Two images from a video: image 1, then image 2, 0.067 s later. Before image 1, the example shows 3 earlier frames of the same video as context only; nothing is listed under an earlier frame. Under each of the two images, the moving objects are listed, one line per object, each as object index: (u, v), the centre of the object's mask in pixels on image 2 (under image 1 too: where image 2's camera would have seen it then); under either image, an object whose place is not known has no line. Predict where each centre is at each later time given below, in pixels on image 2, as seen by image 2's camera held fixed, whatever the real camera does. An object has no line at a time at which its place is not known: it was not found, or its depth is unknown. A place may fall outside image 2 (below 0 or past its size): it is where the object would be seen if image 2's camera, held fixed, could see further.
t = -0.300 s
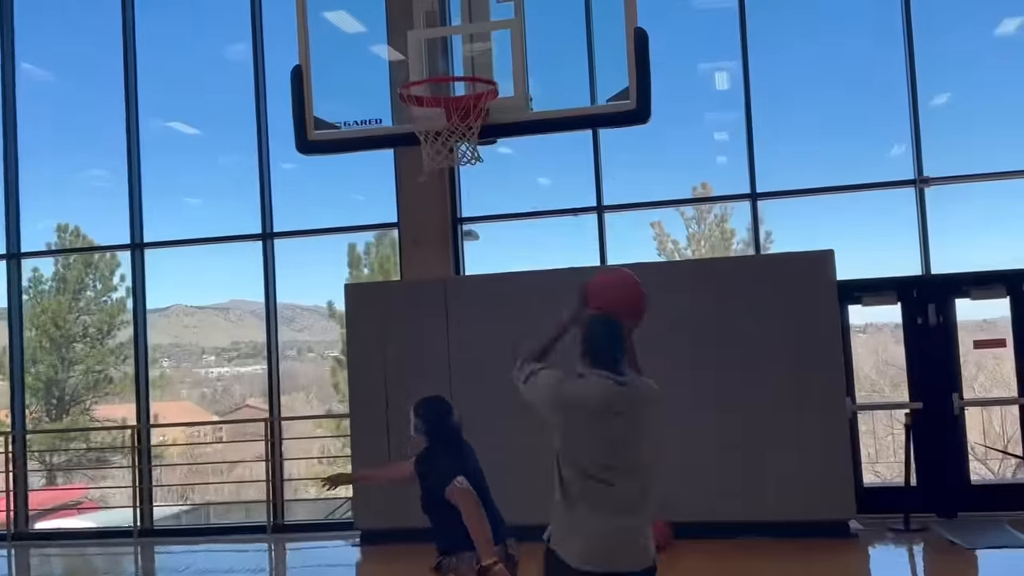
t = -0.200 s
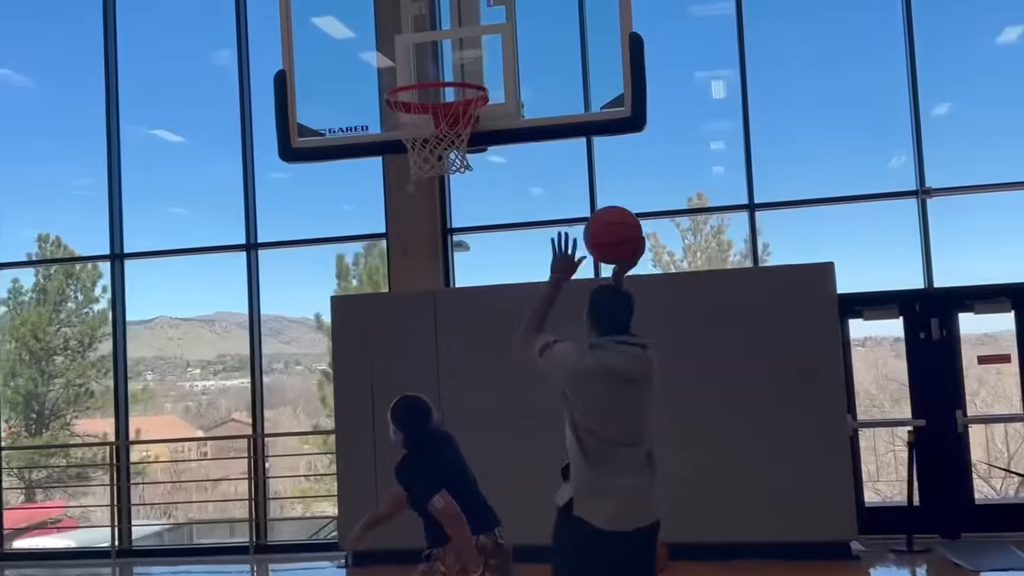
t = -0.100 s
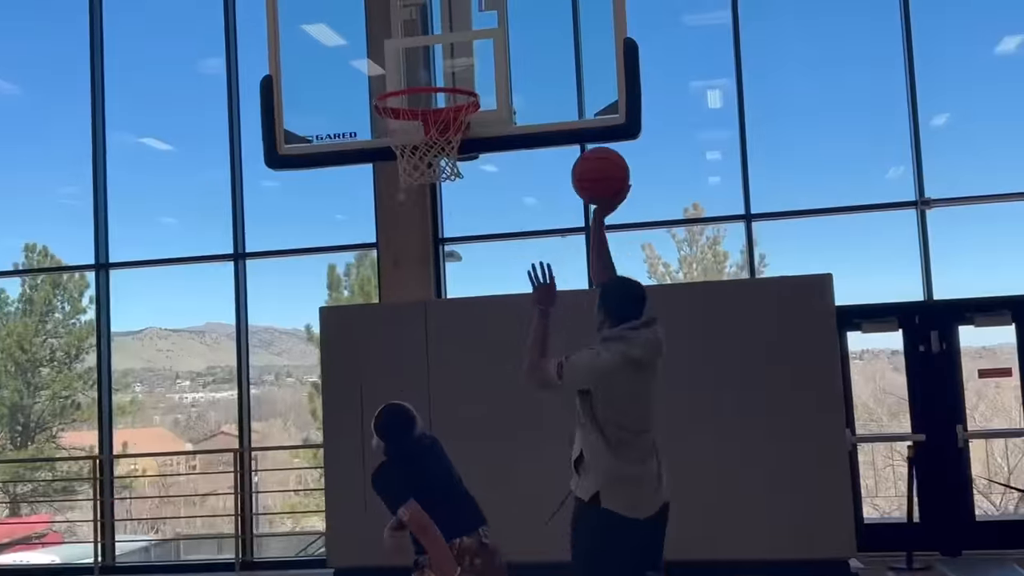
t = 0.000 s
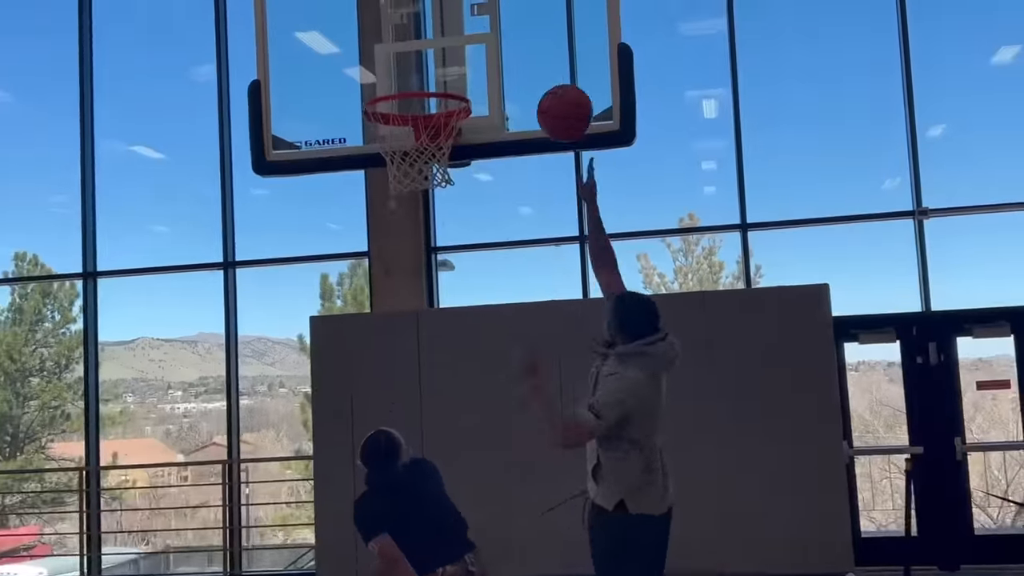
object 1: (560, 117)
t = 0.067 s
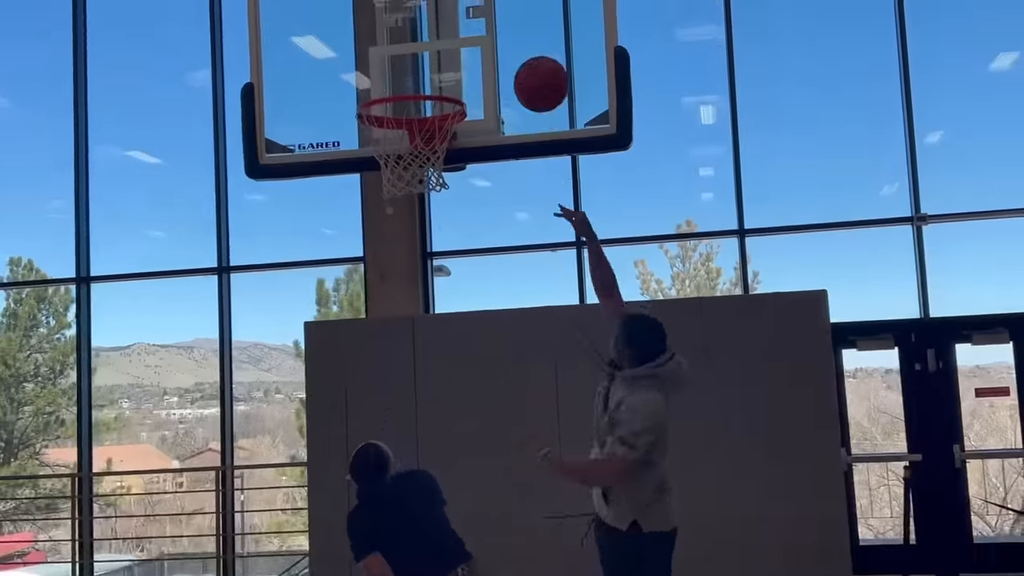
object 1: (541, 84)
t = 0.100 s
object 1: (532, 72)
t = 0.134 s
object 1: (523, 63)
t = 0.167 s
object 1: (515, 56)
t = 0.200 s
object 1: (507, 53)
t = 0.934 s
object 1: (335, 73)
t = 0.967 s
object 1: (328, 76)
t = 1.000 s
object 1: (322, 82)
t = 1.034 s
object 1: (316, 90)
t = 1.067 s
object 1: (311, 101)
